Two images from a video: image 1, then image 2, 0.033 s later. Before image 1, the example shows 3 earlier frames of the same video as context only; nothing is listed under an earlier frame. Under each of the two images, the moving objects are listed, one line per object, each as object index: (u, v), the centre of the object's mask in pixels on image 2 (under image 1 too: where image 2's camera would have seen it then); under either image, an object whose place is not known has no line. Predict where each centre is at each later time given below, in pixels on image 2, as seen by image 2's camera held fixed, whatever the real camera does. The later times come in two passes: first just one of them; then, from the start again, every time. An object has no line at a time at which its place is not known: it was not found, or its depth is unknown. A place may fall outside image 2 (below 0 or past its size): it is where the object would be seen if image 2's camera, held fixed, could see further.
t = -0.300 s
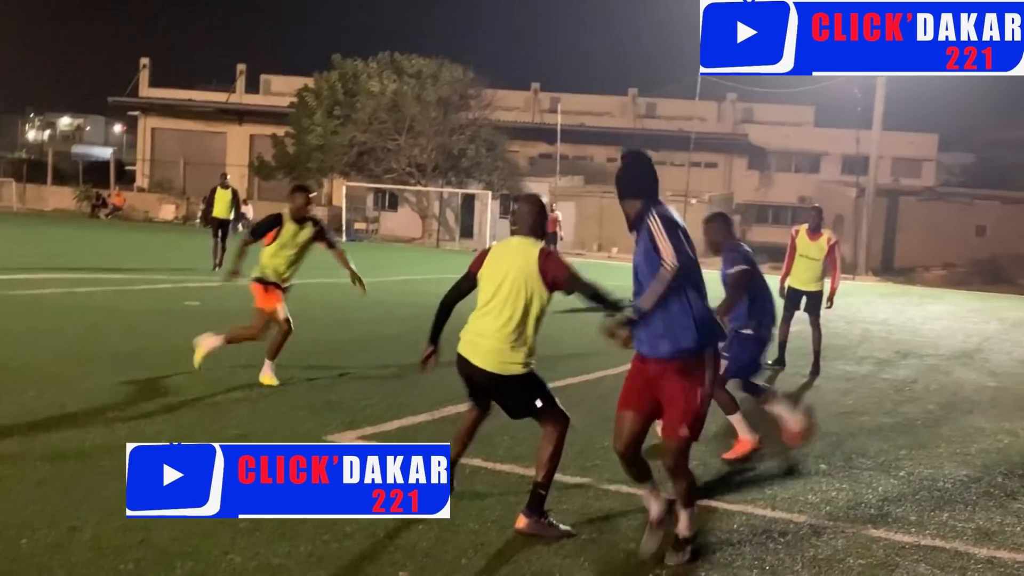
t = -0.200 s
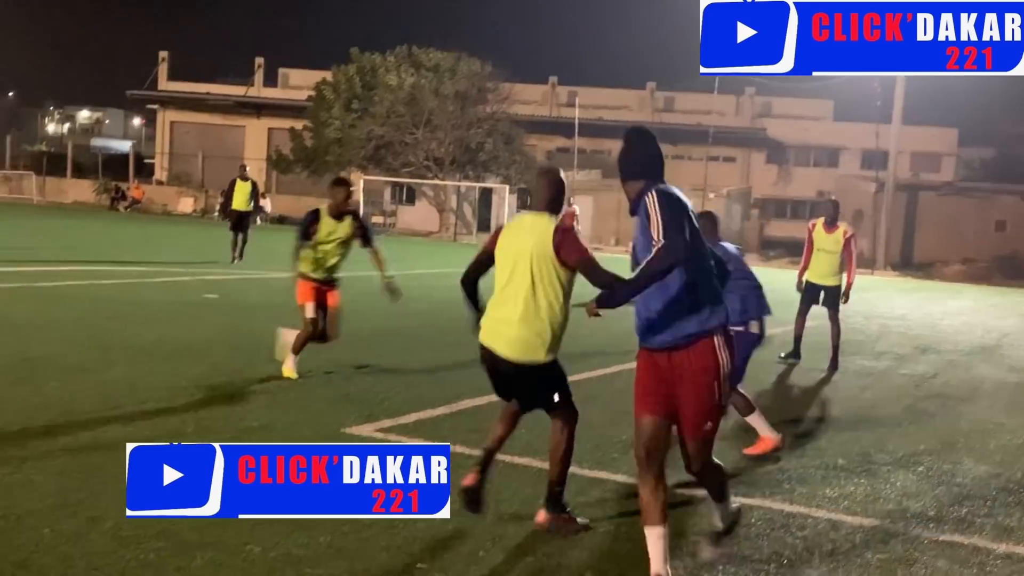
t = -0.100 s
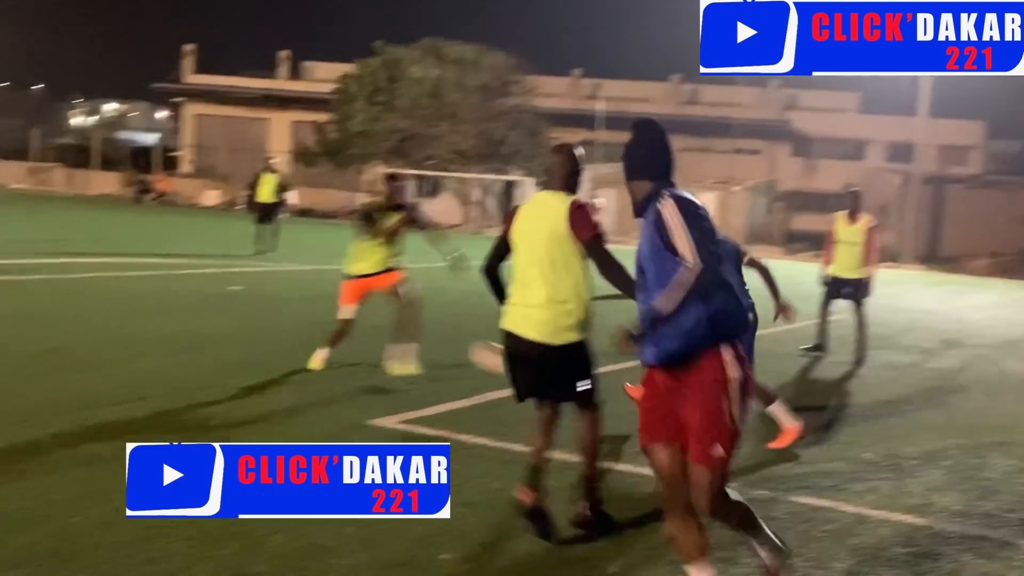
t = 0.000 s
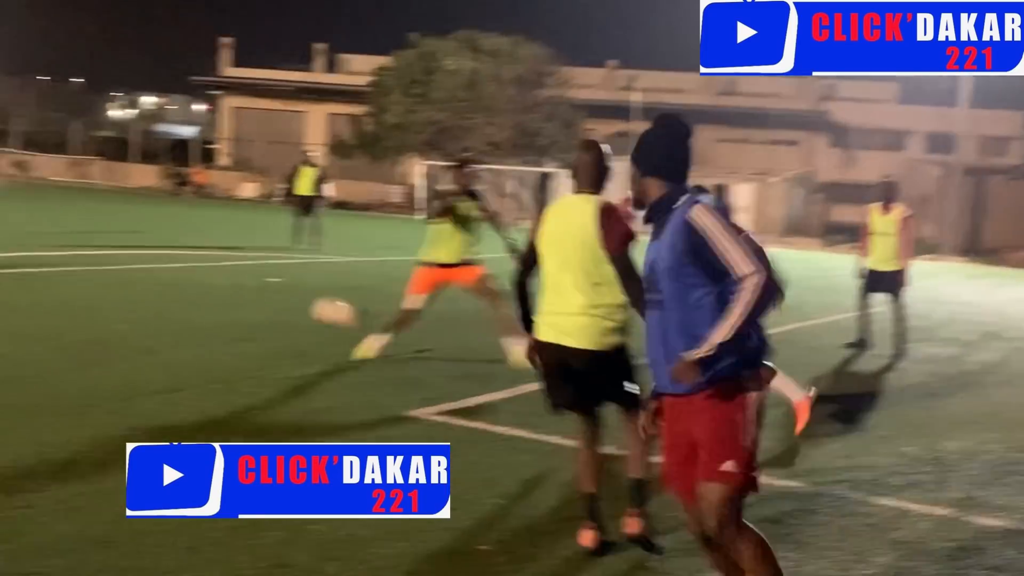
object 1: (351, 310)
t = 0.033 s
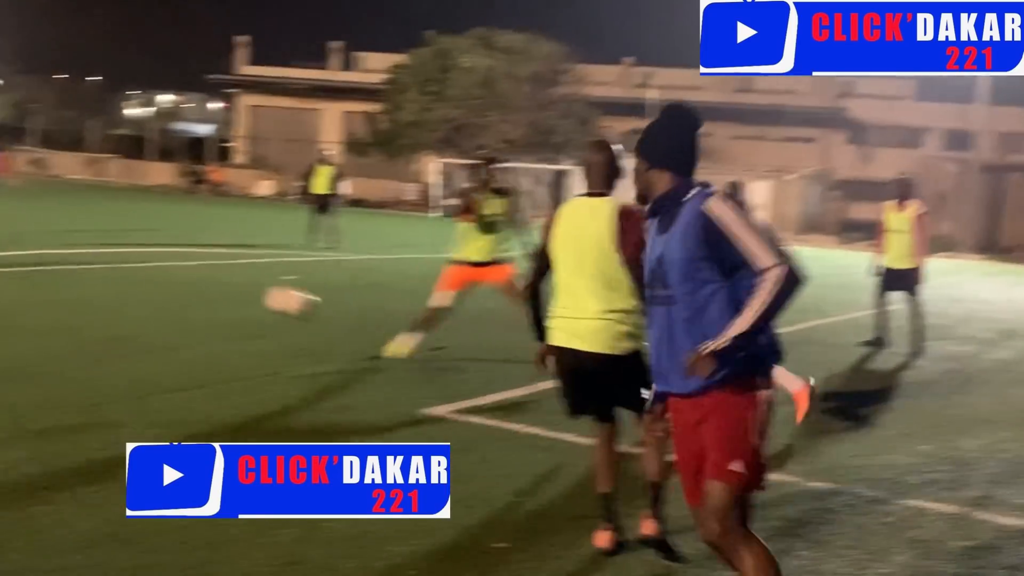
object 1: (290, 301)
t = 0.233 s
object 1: (-113, 276)
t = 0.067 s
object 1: (225, 293)
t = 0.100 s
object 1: (158, 287)
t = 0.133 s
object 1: (92, 281)
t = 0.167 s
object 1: (25, 278)
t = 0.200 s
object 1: (-42, 276)
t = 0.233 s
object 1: (-113, 276)
